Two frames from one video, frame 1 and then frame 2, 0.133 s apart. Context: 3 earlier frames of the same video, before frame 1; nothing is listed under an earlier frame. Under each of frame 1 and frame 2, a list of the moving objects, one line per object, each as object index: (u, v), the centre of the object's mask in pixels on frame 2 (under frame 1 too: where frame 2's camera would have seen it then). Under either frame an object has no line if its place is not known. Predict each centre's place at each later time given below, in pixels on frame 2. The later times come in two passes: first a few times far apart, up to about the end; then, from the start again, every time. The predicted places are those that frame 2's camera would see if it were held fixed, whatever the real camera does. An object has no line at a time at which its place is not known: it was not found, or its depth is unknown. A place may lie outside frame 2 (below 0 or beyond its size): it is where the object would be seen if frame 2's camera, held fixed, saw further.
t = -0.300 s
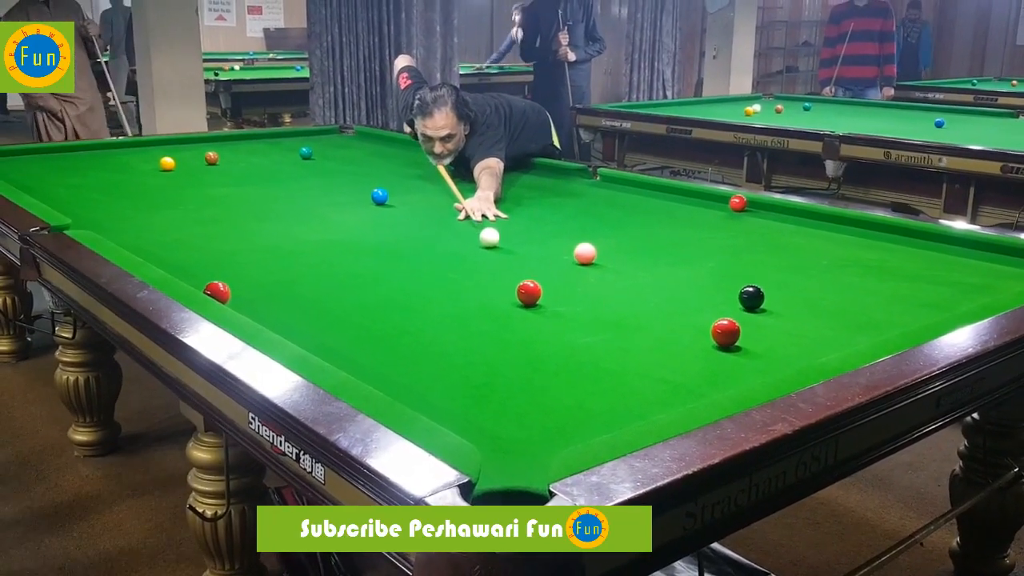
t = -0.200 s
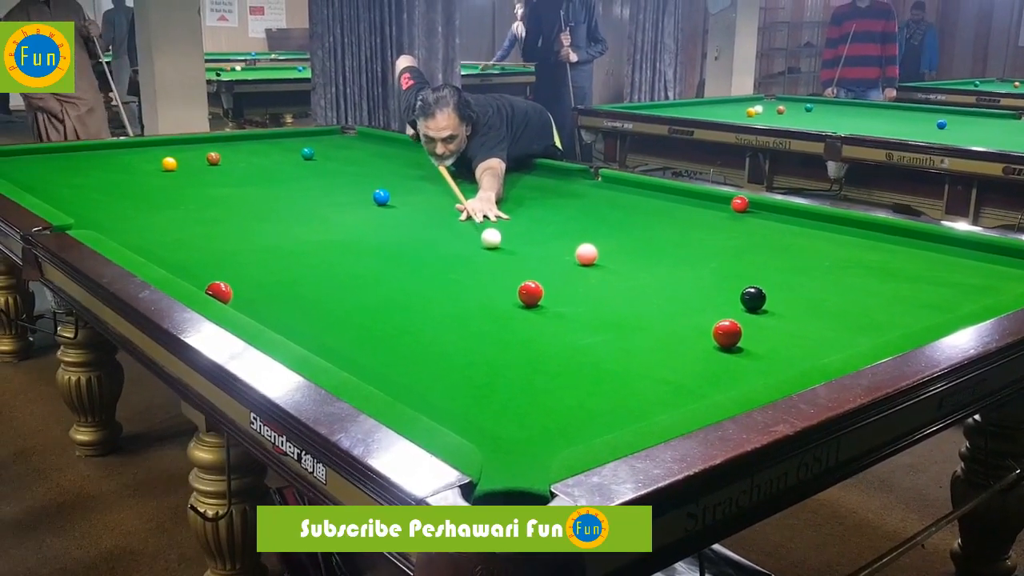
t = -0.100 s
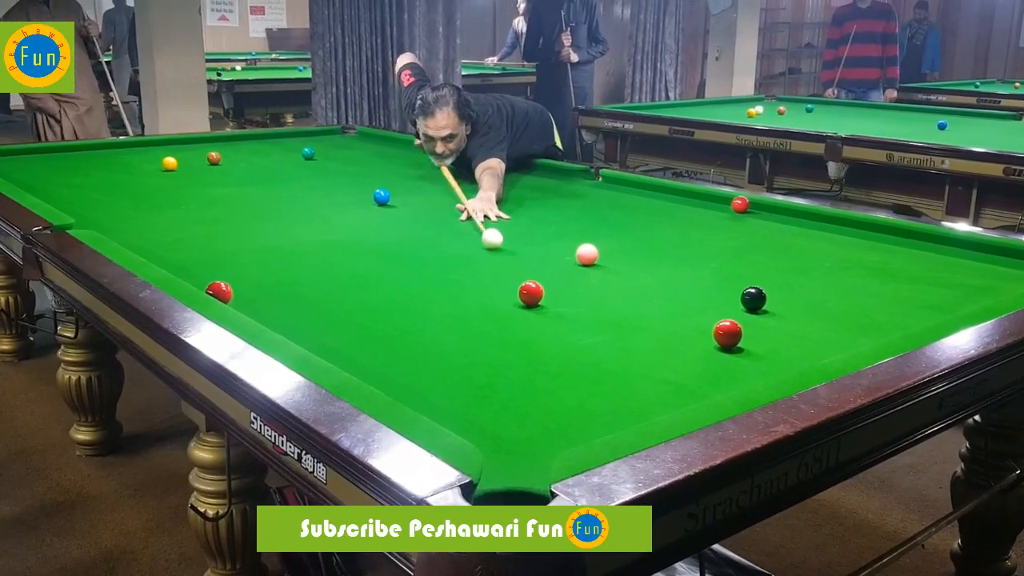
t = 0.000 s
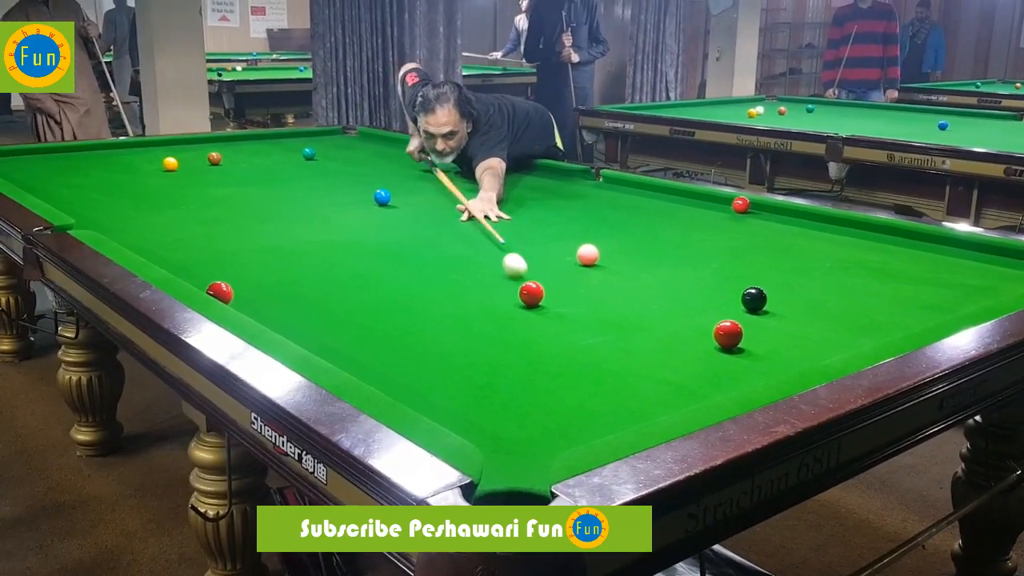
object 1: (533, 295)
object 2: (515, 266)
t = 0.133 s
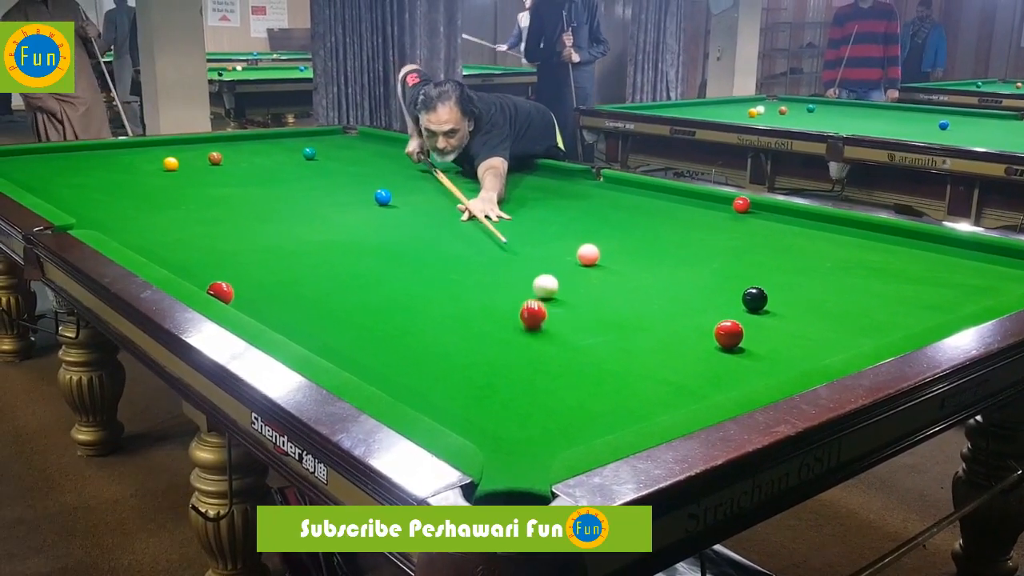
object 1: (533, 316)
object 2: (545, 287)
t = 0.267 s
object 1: (536, 367)
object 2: (563, 284)
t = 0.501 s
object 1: (520, 477)
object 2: (590, 279)
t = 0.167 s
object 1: (534, 328)
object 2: (551, 287)
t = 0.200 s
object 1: (534, 341)
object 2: (555, 286)
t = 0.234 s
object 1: (535, 354)
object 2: (559, 286)
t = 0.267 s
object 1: (536, 367)
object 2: (563, 284)
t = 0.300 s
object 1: (536, 382)
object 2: (567, 284)
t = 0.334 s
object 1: (537, 395)
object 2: (571, 283)
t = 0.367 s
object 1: (538, 411)
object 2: (575, 282)
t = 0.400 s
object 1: (539, 427)
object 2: (579, 281)
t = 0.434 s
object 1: (539, 445)
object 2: (582, 280)
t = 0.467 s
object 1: (538, 463)
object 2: (586, 280)
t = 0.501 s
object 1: (520, 477)
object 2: (590, 279)
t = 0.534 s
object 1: (500, 491)
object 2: (594, 278)
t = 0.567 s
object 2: (597, 277)
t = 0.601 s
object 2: (601, 276)
